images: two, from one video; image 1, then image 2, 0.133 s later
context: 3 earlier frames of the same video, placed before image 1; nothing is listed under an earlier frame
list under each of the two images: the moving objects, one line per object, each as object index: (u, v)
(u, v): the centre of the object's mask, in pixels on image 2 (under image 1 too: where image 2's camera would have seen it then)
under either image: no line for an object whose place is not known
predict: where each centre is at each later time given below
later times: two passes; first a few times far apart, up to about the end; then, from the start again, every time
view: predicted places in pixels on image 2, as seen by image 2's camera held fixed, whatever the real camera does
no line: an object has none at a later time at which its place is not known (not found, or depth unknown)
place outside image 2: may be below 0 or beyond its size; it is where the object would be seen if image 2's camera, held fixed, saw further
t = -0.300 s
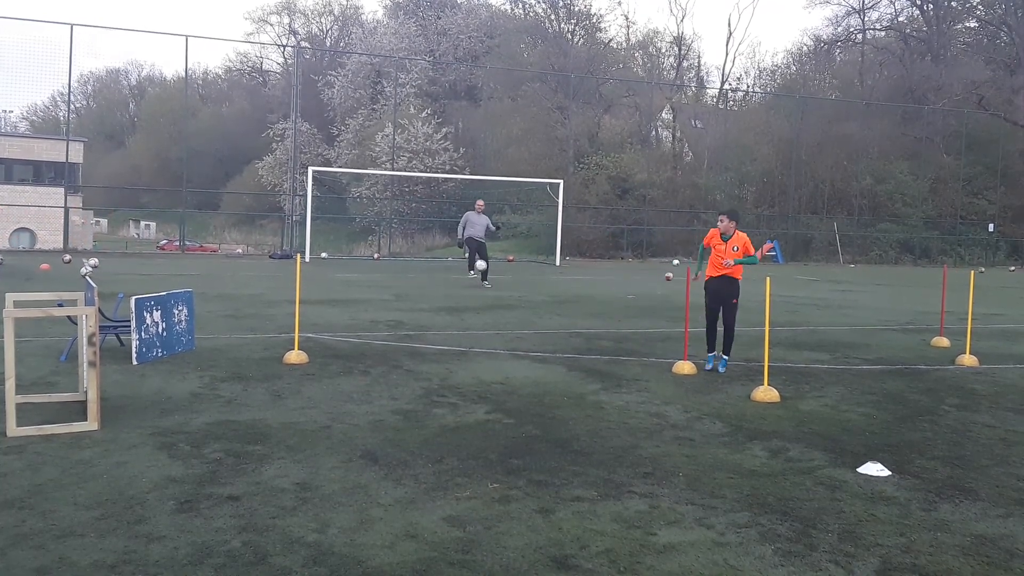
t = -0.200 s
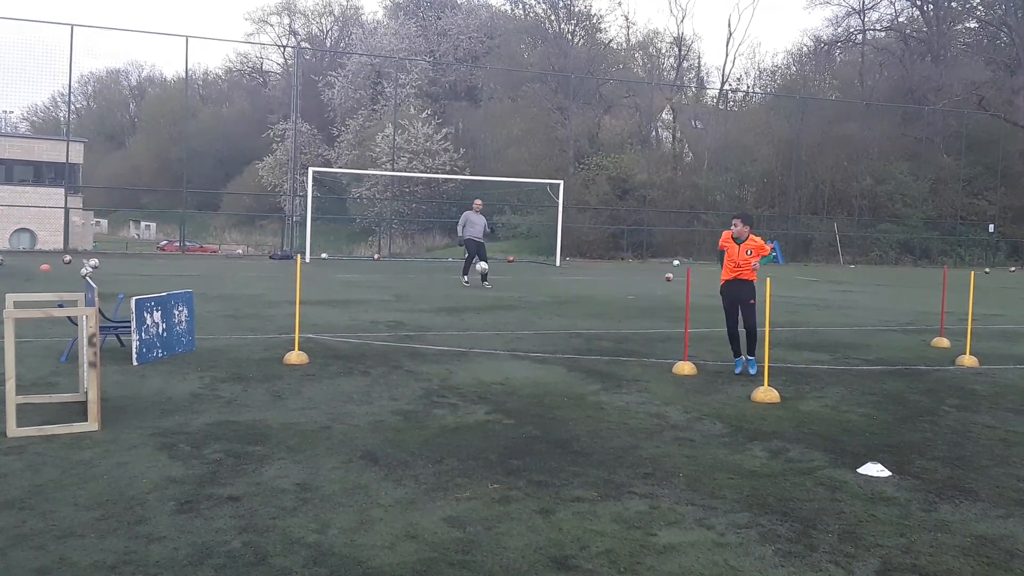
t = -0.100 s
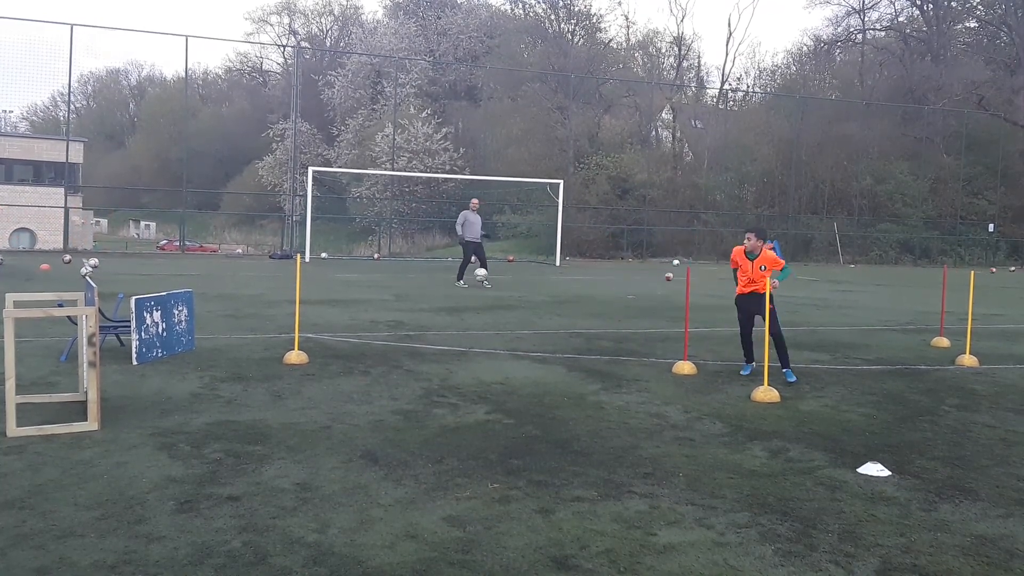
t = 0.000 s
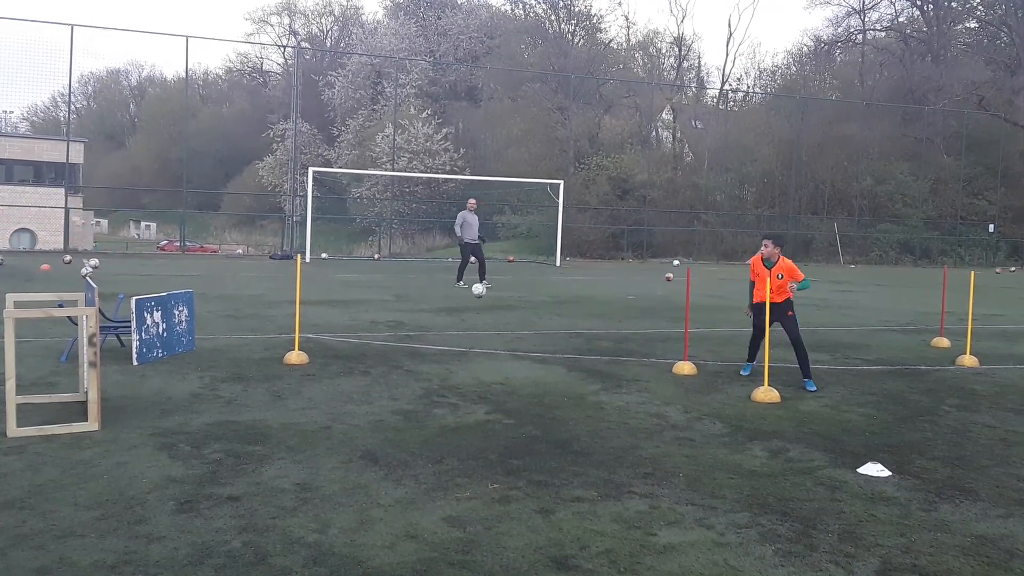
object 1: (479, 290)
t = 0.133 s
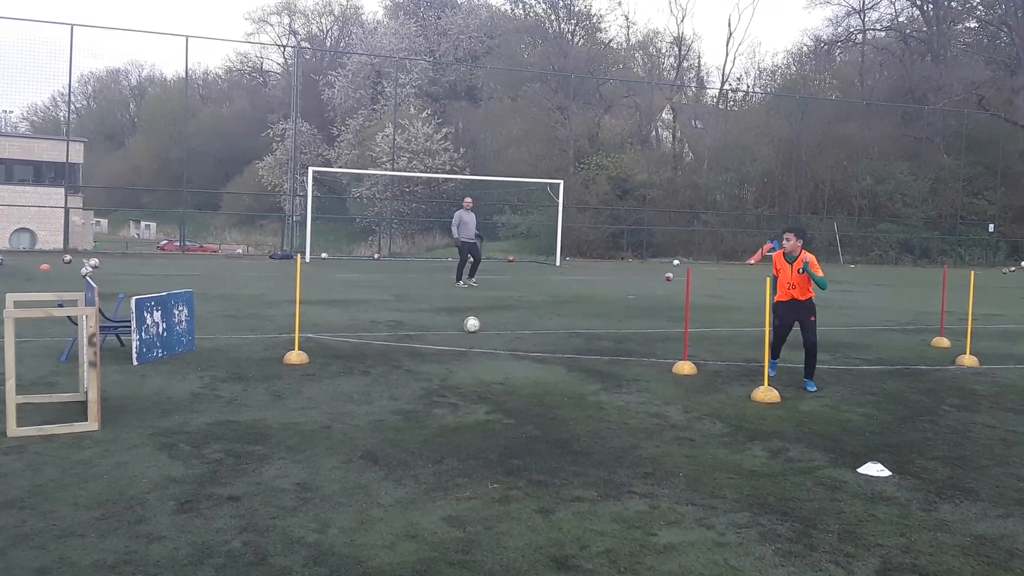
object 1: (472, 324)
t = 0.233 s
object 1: (463, 313)
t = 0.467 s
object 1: (436, 318)
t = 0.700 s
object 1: (394, 367)
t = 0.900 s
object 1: (352, 361)
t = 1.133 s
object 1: (282, 427)
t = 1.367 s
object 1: (179, 478)
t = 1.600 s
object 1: (22, 550)
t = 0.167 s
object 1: (469, 320)
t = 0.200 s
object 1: (466, 316)
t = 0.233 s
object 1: (463, 313)
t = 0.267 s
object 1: (461, 310)
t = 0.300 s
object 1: (457, 309)
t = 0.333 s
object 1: (453, 309)
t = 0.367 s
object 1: (449, 310)
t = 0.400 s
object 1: (445, 311)
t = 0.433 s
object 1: (441, 314)
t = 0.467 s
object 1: (436, 318)
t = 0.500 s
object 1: (430, 325)
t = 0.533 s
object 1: (425, 332)
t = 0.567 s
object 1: (419, 340)
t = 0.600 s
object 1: (414, 351)
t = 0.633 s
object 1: (406, 364)
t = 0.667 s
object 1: (399, 373)
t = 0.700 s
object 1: (394, 367)
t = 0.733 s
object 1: (388, 362)
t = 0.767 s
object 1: (381, 359)
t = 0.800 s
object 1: (374, 358)
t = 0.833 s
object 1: (368, 356)
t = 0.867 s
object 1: (360, 357)
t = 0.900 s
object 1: (352, 361)
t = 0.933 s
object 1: (343, 364)
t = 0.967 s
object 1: (334, 370)
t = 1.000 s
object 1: (325, 379)
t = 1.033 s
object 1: (315, 388)
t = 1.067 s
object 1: (304, 402)
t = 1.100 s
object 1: (293, 417)
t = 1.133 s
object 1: (282, 427)
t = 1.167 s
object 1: (269, 428)
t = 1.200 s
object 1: (257, 431)
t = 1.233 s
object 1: (244, 435)
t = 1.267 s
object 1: (229, 443)
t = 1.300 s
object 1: (213, 454)
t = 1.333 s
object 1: (197, 467)
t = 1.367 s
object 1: (179, 478)
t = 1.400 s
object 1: (160, 484)
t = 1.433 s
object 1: (140, 494)
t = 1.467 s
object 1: (119, 505)
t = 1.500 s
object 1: (95, 516)
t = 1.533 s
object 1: (70, 525)
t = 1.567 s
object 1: (46, 537)
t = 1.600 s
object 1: (22, 550)
